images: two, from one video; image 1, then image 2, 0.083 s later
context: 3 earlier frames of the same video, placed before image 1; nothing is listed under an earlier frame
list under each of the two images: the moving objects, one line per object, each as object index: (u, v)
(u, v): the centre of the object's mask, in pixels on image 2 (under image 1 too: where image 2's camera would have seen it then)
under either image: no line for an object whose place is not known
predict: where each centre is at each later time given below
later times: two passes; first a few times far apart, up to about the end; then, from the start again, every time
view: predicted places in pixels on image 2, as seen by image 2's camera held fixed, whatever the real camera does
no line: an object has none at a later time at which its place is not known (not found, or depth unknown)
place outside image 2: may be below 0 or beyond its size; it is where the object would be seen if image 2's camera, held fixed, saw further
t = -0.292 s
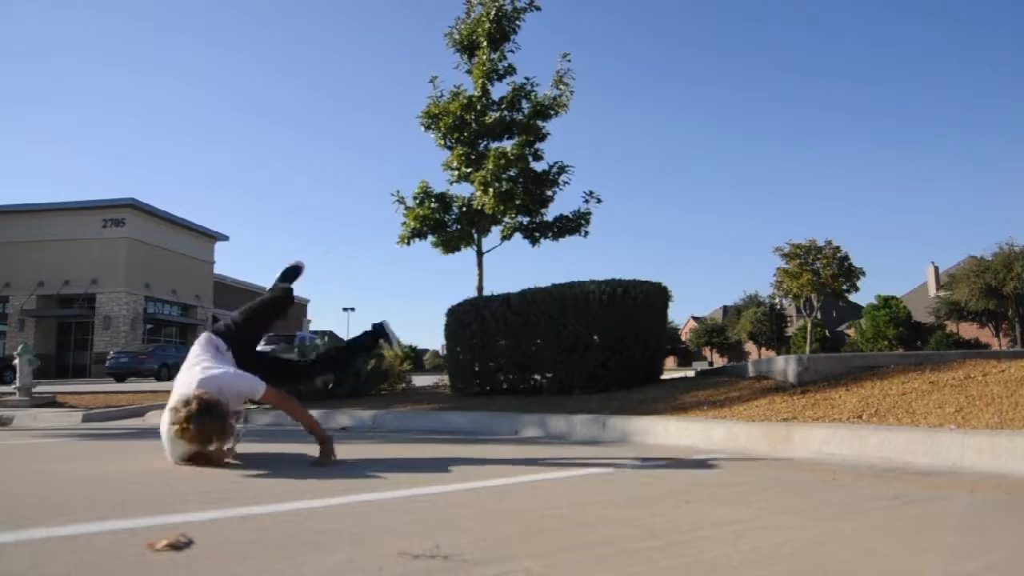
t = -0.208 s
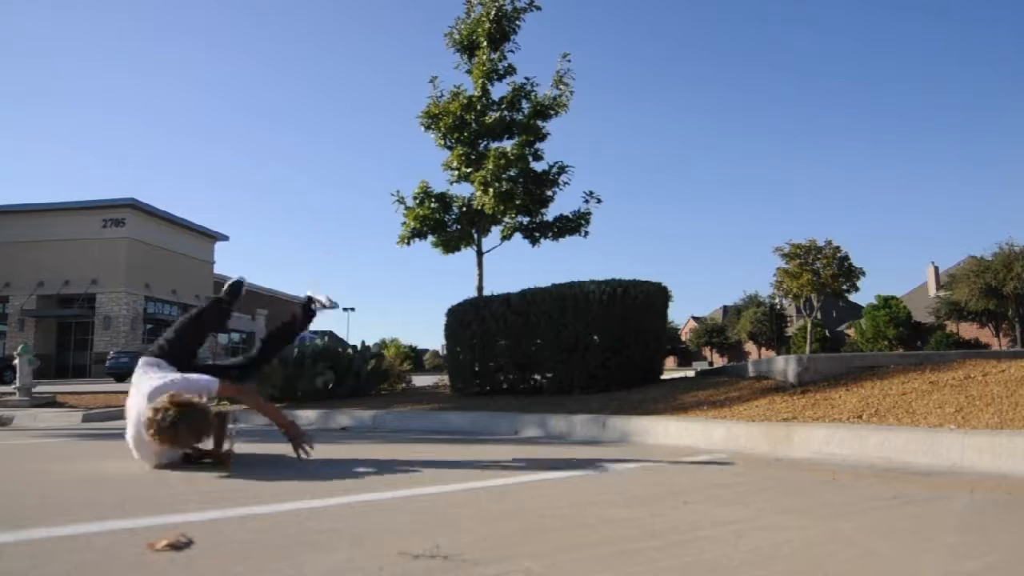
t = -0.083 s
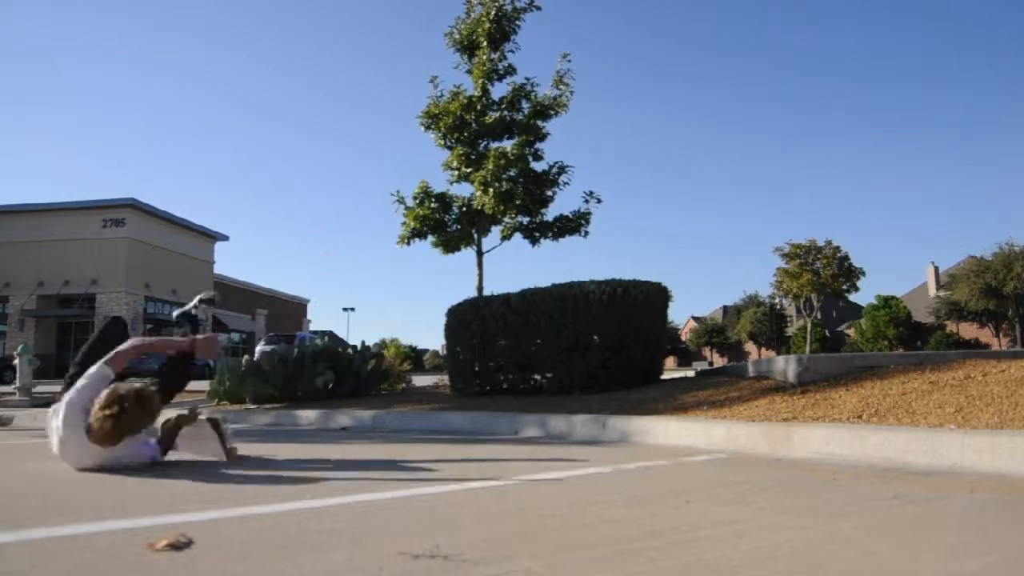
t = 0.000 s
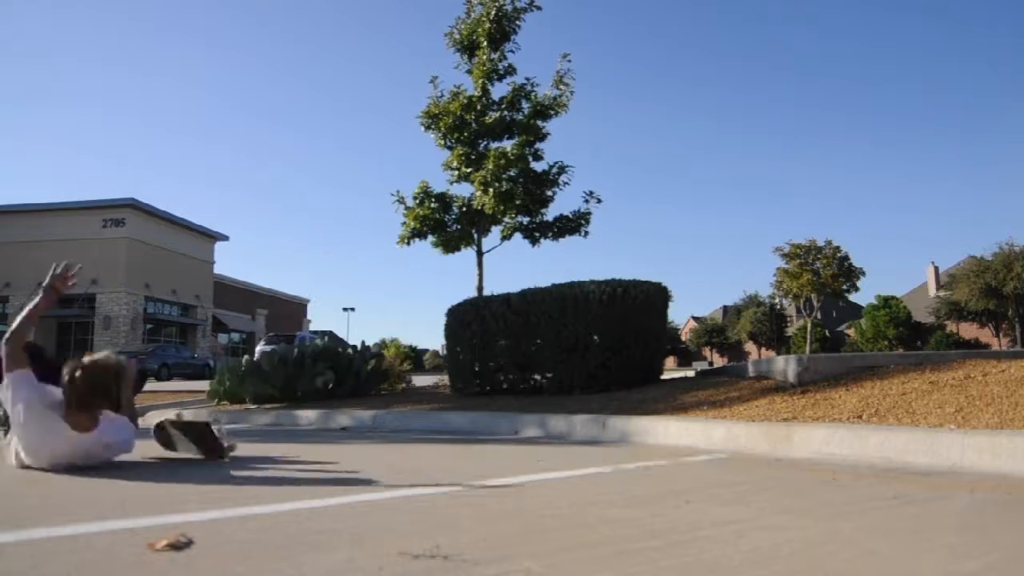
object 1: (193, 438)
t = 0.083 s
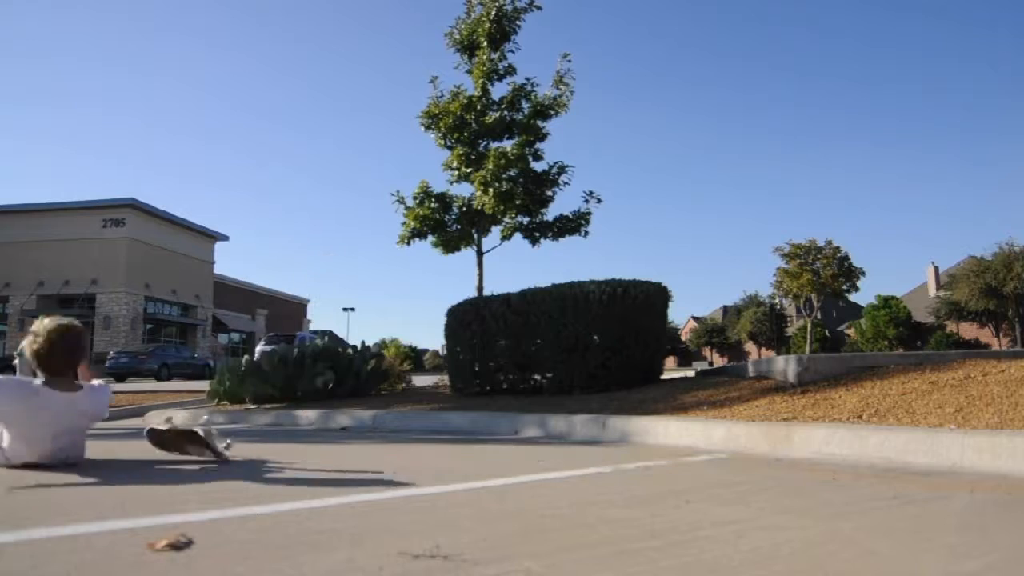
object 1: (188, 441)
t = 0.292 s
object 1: (174, 445)
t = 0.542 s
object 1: (172, 443)
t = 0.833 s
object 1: (189, 441)
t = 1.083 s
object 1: (185, 448)
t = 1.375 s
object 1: (177, 445)
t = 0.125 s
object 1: (187, 444)
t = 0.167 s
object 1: (182, 446)
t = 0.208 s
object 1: (179, 449)
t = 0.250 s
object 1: (177, 447)
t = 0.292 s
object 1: (174, 445)
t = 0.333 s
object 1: (171, 443)
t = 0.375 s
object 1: (171, 443)
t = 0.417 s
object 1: (170, 442)
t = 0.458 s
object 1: (170, 442)
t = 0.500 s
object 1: (171, 442)
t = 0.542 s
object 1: (172, 443)
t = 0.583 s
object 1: (176, 445)
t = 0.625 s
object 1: (179, 446)
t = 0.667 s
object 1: (182, 451)
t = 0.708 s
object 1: (183, 445)
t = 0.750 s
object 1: (186, 444)
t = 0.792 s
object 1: (187, 442)
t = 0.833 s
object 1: (189, 441)
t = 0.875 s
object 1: (189, 440)
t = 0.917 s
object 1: (189, 440)
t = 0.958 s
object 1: (189, 441)
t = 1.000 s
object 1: (187, 442)
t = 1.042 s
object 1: (186, 445)
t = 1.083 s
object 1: (185, 448)
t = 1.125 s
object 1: (182, 451)
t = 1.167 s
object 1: (180, 448)
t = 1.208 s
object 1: (176, 446)
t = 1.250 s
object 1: (175, 445)
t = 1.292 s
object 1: (175, 445)
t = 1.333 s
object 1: (175, 445)
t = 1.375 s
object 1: (177, 445)
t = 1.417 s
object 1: (179, 447)
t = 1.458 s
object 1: (181, 450)
